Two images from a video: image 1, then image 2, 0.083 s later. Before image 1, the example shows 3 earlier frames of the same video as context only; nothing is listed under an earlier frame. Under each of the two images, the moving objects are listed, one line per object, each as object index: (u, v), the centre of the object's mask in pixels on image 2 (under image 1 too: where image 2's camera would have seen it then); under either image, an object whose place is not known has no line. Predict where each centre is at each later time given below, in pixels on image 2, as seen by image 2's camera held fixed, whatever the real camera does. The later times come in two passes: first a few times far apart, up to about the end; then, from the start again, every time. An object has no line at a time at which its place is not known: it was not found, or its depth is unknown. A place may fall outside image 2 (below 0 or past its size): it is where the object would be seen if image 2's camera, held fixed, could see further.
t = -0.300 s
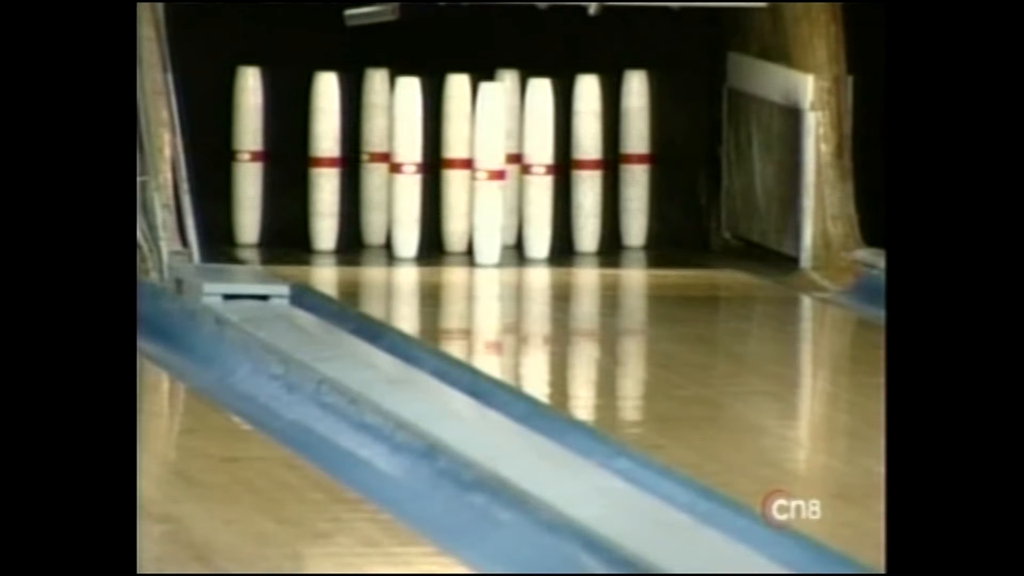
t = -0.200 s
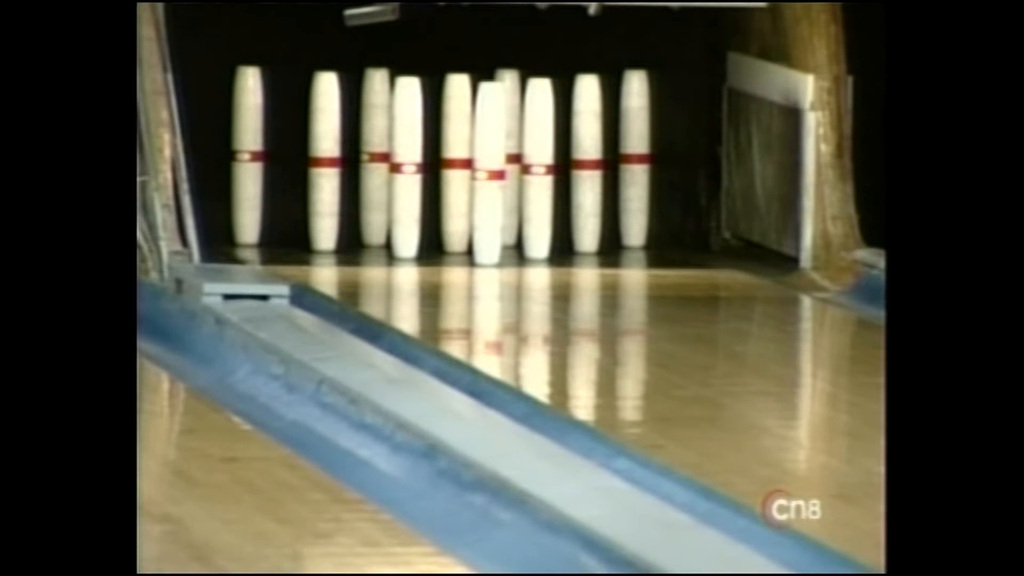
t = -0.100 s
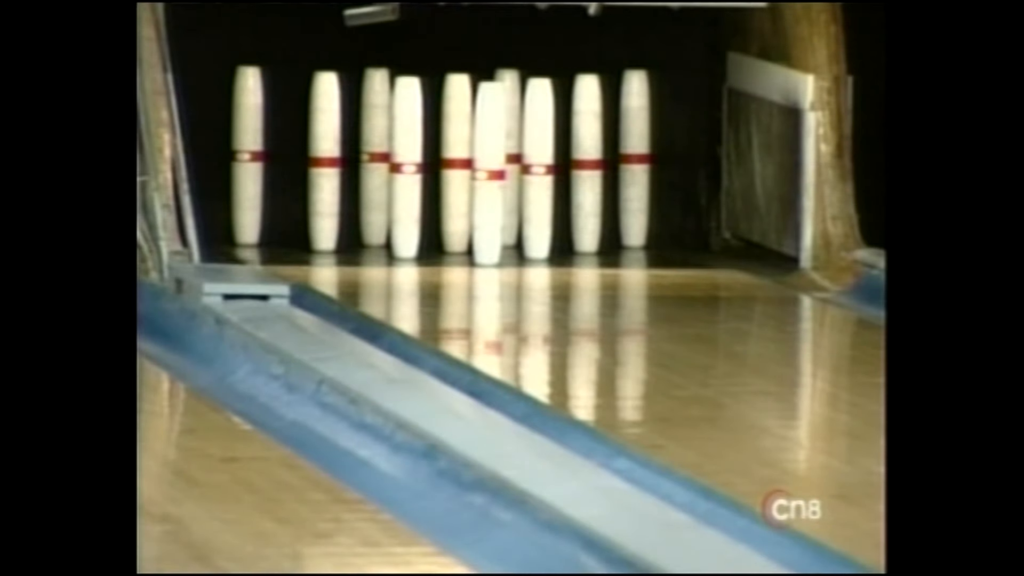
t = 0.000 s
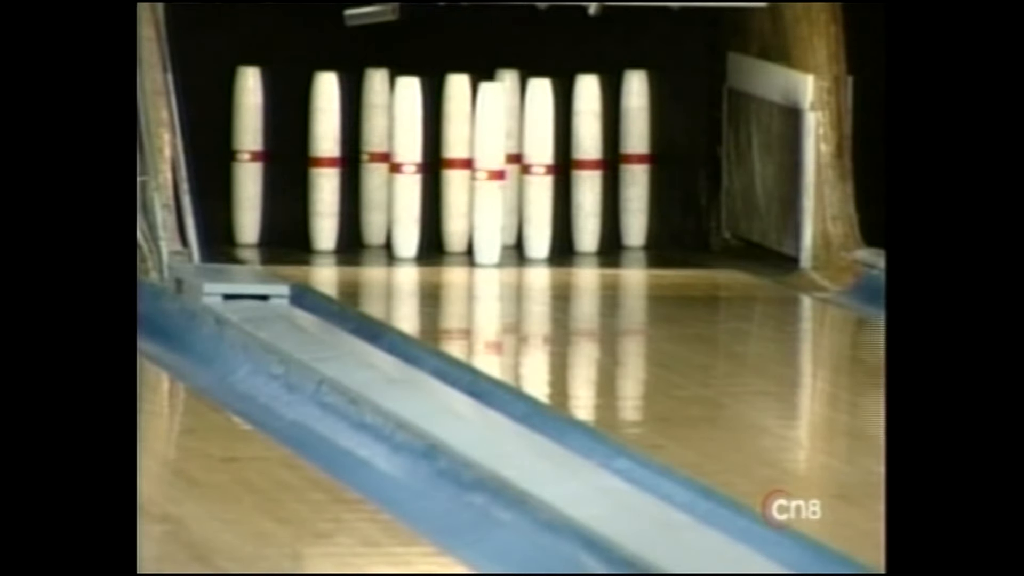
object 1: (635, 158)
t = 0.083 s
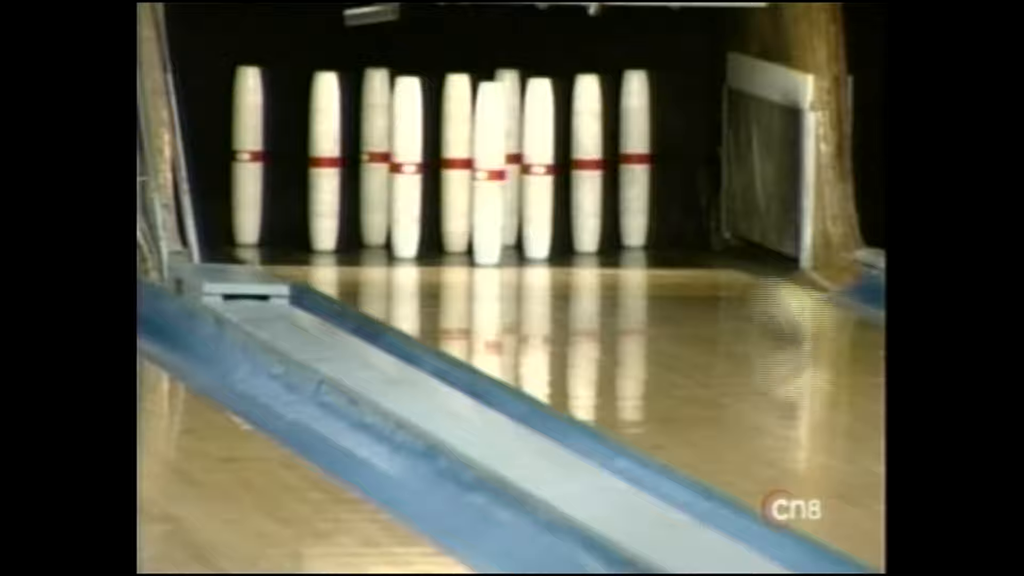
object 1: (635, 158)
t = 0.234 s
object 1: (635, 156)
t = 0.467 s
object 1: (681, 158)
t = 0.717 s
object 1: (680, 216)
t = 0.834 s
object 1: (666, 214)
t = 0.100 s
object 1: (635, 158)
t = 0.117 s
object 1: (635, 158)
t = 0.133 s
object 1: (635, 158)
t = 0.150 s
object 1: (635, 158)
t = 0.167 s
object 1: (635, 158)
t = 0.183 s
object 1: (635, 158)
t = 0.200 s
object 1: (635, 157)
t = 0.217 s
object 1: (635, 152)
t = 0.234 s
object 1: (635, 156)
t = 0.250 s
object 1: (635, 157)
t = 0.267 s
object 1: (635, 158)
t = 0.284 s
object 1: (635, 158)
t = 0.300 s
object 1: (635, 158)
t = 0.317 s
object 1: (635, 158)
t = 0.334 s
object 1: (634, 156)
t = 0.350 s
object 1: (646, 164)
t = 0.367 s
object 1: (661, 166)
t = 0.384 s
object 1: (675, 168)
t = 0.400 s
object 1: (682, 165)
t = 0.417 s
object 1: (686, 168)
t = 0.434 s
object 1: (685, 168)
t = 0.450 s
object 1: (682, 162)
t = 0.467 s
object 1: (681, 158)
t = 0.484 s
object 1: (681, 155)
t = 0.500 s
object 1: (680, 156)
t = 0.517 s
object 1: (679, 153)
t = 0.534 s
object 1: (677, 157)
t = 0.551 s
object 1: (676, 157)
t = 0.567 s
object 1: (675, 158)
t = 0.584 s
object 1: (674, 159)
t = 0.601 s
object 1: (674, 161)
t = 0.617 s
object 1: (673, 166)
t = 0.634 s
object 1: (675, 167)
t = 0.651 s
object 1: (675, 175)
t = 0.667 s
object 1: (676, 184)
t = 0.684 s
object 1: (676, 195)
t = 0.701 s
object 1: (678, 206)
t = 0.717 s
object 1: (680, 216)
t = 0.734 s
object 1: (681, 225)
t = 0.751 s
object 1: (655, 229)
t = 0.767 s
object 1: (659, 229)
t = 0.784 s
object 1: (667, 227)
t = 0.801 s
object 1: (688, 223)
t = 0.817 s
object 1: (669, 220)
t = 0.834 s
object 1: (666, 214)
